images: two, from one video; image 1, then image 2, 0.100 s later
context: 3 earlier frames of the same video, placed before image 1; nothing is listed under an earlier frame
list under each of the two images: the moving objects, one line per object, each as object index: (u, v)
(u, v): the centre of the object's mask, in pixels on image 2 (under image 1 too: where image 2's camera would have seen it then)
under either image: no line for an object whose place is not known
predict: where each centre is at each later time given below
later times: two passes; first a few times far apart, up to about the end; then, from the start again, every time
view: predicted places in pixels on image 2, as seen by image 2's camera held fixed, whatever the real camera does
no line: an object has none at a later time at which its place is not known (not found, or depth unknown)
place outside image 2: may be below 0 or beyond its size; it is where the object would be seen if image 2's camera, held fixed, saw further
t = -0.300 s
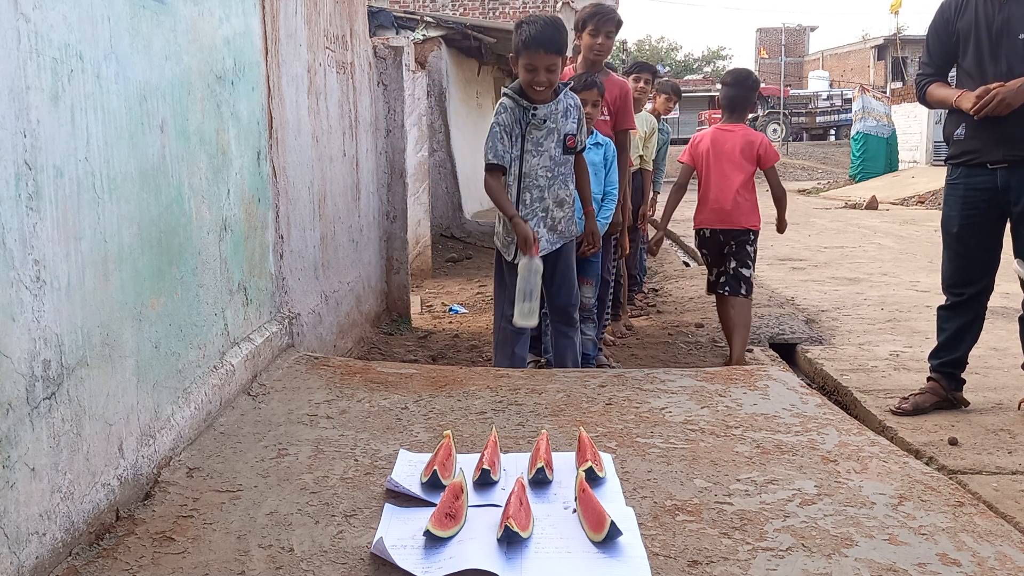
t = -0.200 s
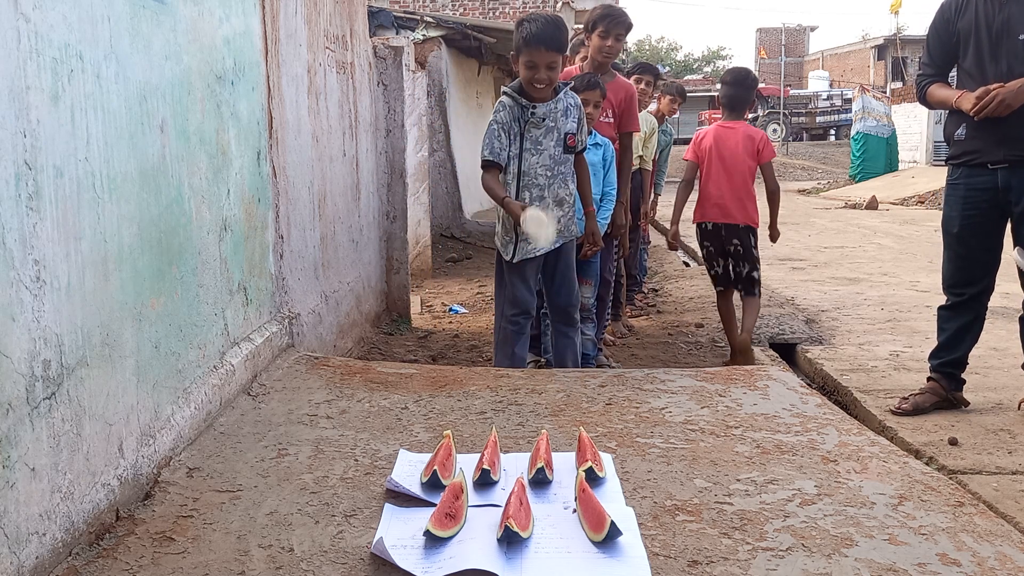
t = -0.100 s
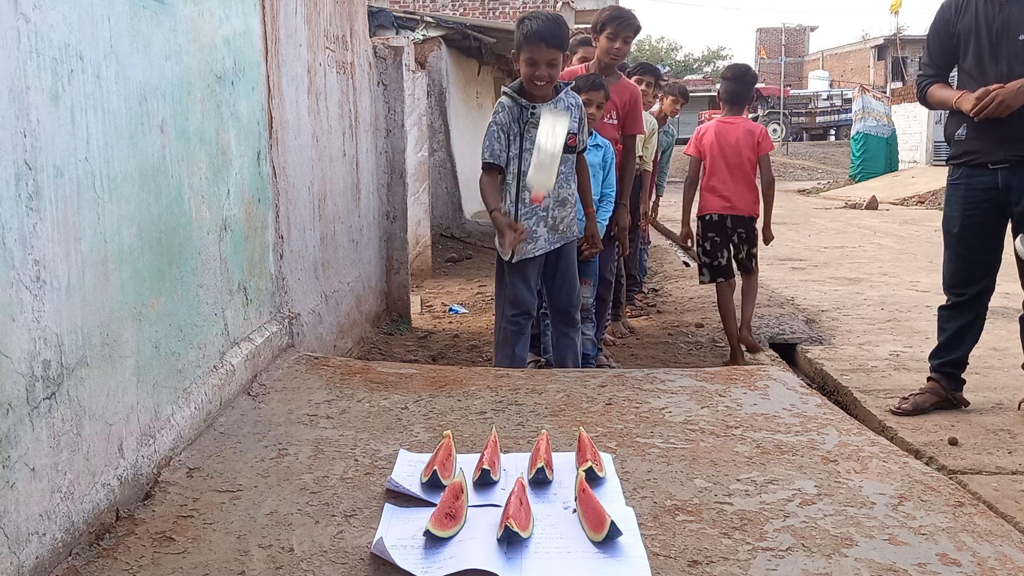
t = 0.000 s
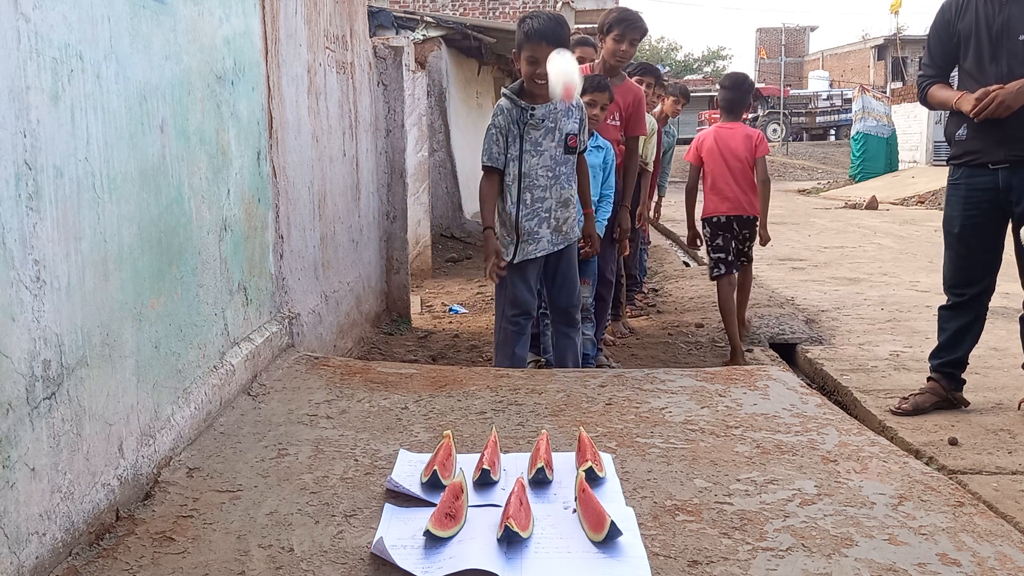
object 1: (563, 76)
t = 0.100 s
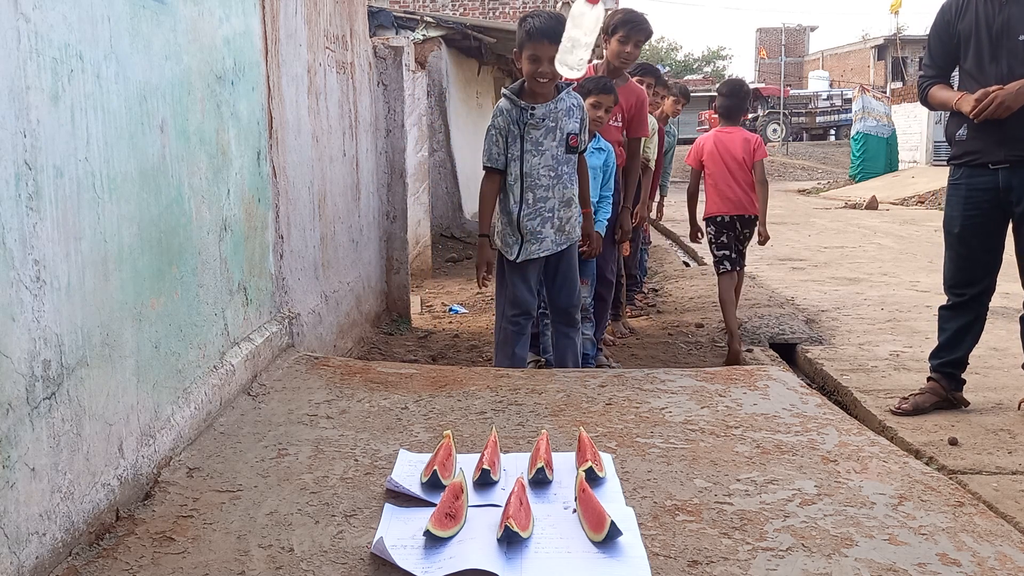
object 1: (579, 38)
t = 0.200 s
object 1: (596, 56)
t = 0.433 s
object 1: (636, 339)
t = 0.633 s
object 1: (696, 455)
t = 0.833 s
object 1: (748, 452)
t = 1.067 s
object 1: (802, 450)
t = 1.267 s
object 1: (844, 448)
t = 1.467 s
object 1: (884, 446)
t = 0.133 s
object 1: (584, 40)
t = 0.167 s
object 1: (590, 46)
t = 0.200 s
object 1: (596, 56)
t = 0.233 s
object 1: (601, 74)
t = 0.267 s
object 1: (606, 99)
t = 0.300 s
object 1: (612, 133)
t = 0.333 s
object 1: (617, 178)
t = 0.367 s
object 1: (623, 226)
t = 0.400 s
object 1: (629, 279)
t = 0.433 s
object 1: (636, 339)
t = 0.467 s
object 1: (644, 408)
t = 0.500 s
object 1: (655, 452)
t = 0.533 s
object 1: (663, 449)
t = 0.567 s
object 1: (674, 449)
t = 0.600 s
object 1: (686, 452)
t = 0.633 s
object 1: (696, 455)
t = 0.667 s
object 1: (706, 455)
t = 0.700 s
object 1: (714, 454)
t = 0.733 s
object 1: (723, 455)
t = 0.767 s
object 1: (731, 454)
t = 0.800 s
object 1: (739, 453)
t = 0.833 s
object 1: (748, 452)
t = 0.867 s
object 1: (756, 453)
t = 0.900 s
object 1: (765, 452)
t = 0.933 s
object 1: (774, 452)
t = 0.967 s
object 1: (781, 451)
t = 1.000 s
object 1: (788, 451)
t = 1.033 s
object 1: (795, 450)
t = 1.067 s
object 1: (802, 450)
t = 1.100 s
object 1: (810, 450)
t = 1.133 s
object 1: (818, 450)
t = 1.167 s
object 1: (825, 450)
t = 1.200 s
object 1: (832, 450)
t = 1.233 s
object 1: (838, 449)
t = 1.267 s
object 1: (844, 448)
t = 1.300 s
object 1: (851, 448)
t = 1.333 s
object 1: (858, 447)
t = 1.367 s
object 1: (865, 447)
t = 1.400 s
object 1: (872, 447)
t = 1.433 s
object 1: (878, 446)
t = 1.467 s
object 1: (884, 446)
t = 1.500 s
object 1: (889, 445)
